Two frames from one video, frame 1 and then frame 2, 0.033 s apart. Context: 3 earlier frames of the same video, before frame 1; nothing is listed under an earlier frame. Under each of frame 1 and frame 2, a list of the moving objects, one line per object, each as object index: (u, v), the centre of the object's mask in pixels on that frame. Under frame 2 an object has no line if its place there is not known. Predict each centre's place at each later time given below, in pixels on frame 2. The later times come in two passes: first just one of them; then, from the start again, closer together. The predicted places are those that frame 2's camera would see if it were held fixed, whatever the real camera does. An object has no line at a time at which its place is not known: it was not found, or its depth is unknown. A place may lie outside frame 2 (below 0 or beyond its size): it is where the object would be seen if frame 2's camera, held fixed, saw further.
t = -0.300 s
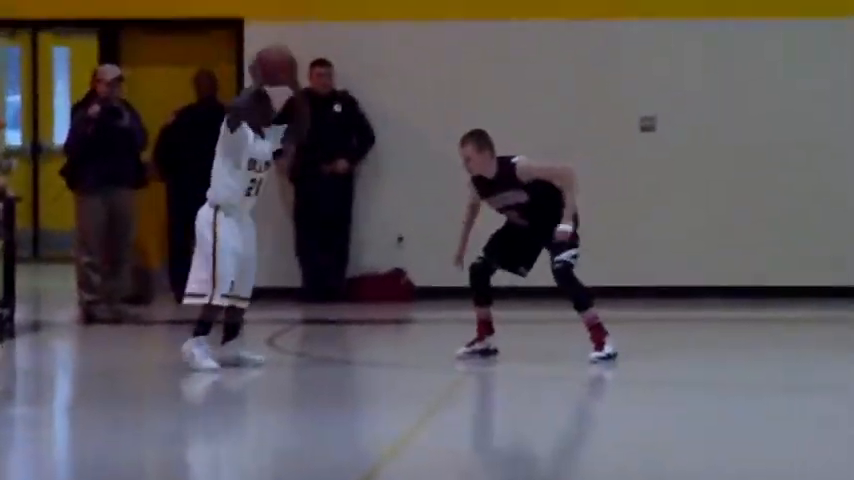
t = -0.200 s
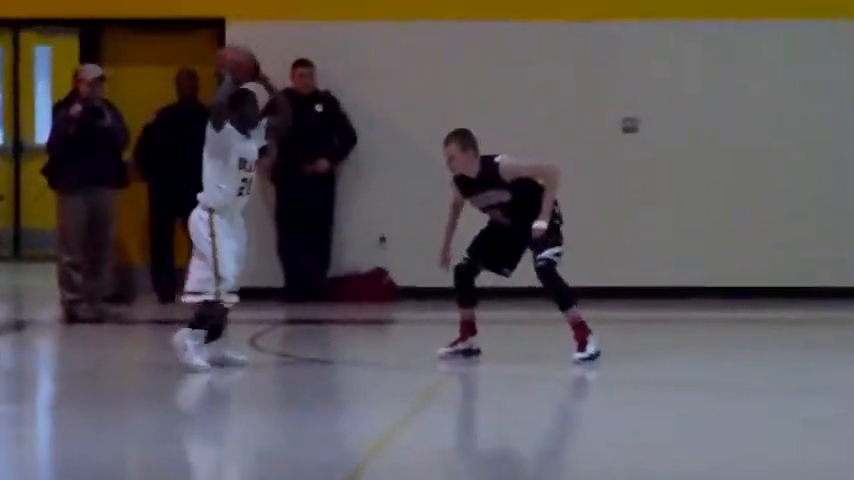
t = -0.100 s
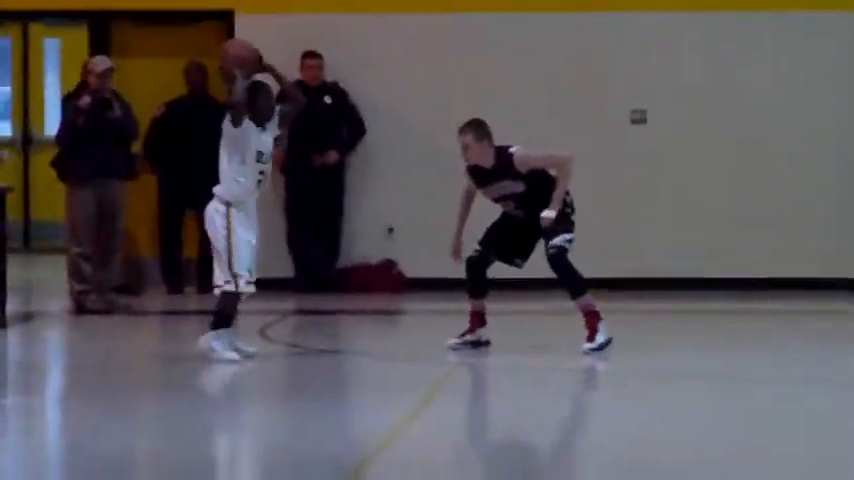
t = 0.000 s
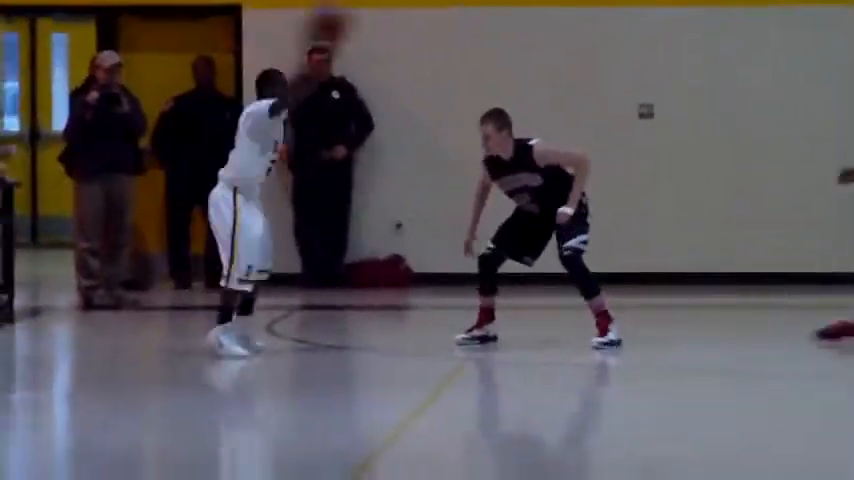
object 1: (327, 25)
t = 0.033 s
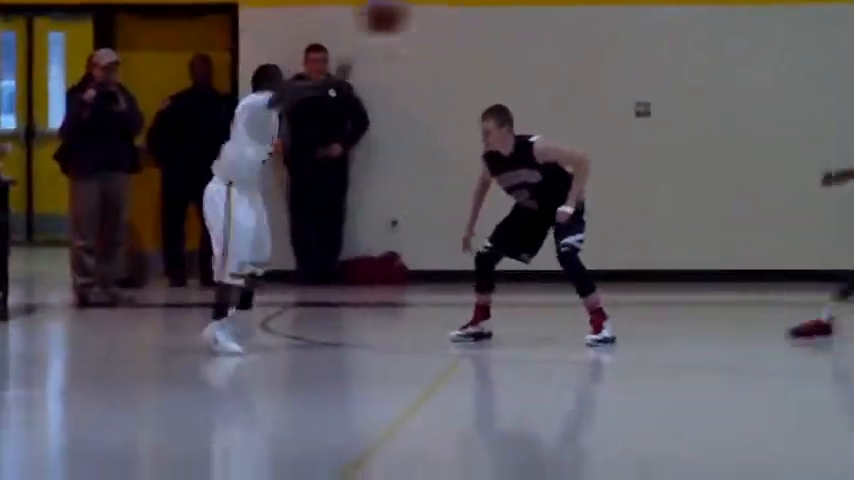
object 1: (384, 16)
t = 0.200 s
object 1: (682, -2)
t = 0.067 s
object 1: (438, 12)
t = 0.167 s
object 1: (621, 1)
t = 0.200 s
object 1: (682, -2)
